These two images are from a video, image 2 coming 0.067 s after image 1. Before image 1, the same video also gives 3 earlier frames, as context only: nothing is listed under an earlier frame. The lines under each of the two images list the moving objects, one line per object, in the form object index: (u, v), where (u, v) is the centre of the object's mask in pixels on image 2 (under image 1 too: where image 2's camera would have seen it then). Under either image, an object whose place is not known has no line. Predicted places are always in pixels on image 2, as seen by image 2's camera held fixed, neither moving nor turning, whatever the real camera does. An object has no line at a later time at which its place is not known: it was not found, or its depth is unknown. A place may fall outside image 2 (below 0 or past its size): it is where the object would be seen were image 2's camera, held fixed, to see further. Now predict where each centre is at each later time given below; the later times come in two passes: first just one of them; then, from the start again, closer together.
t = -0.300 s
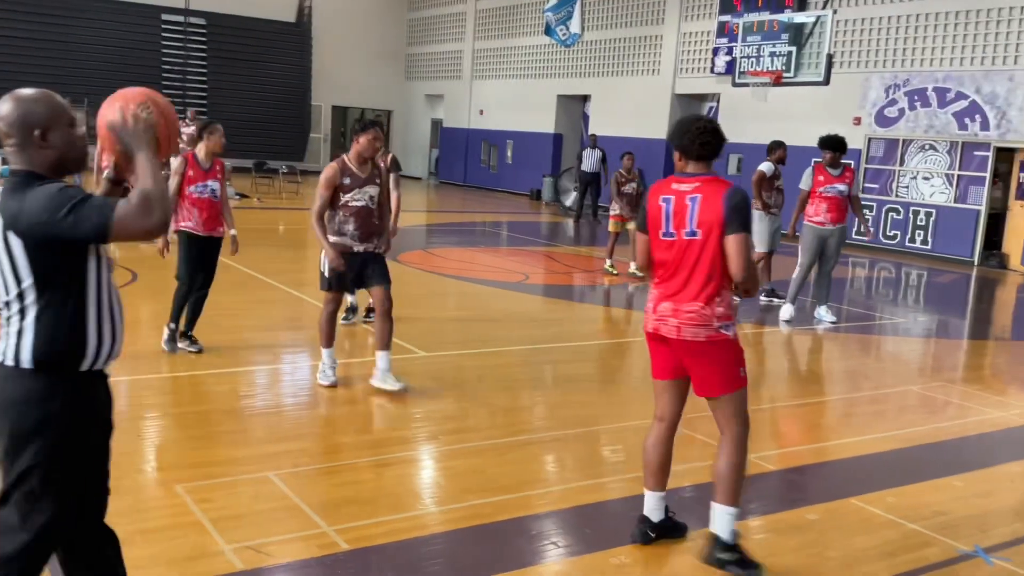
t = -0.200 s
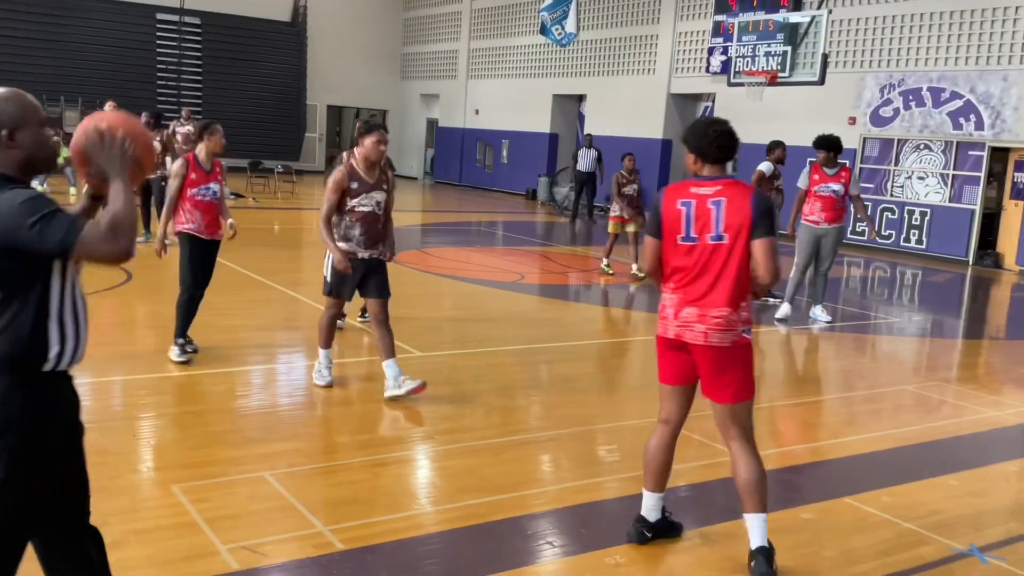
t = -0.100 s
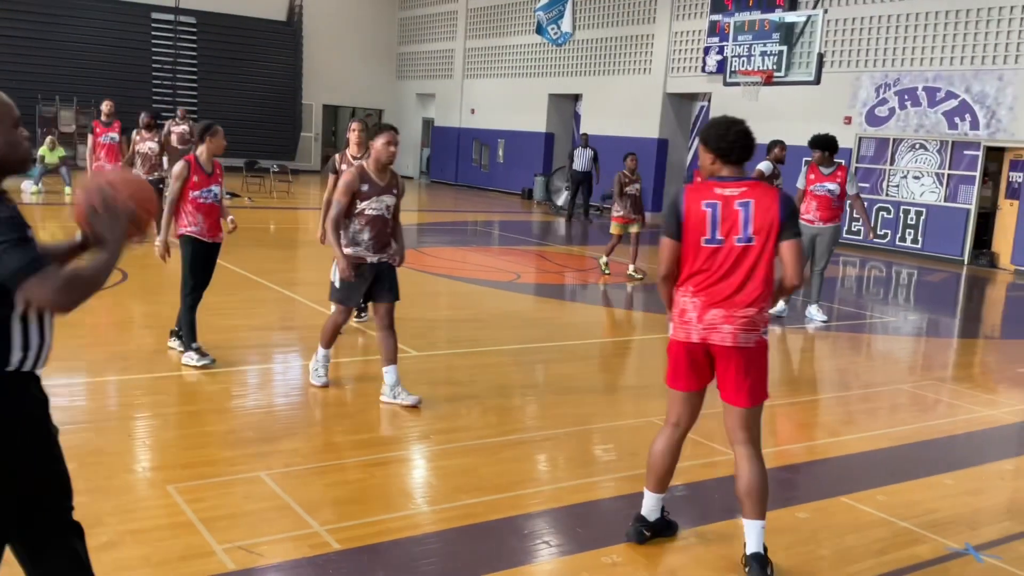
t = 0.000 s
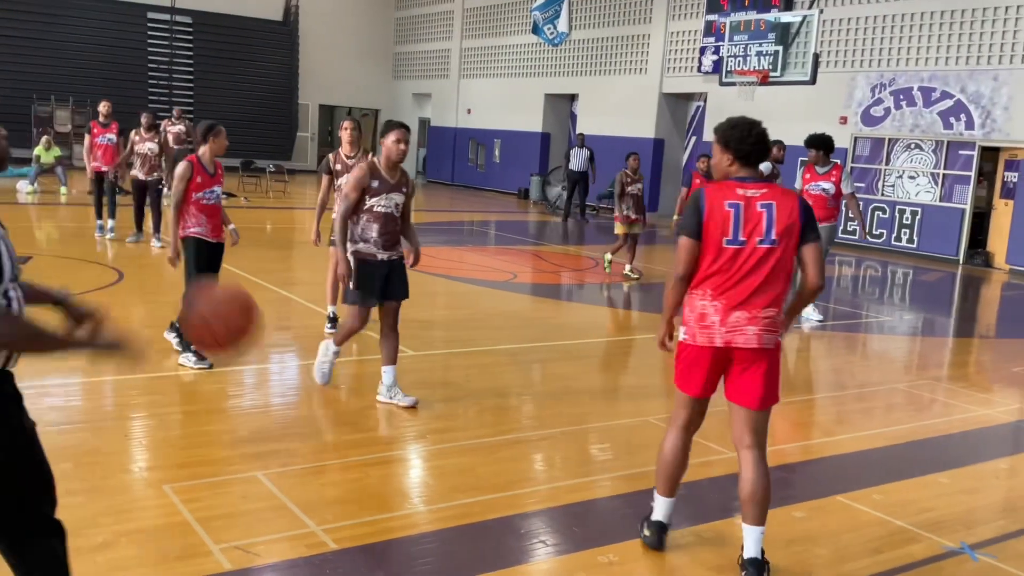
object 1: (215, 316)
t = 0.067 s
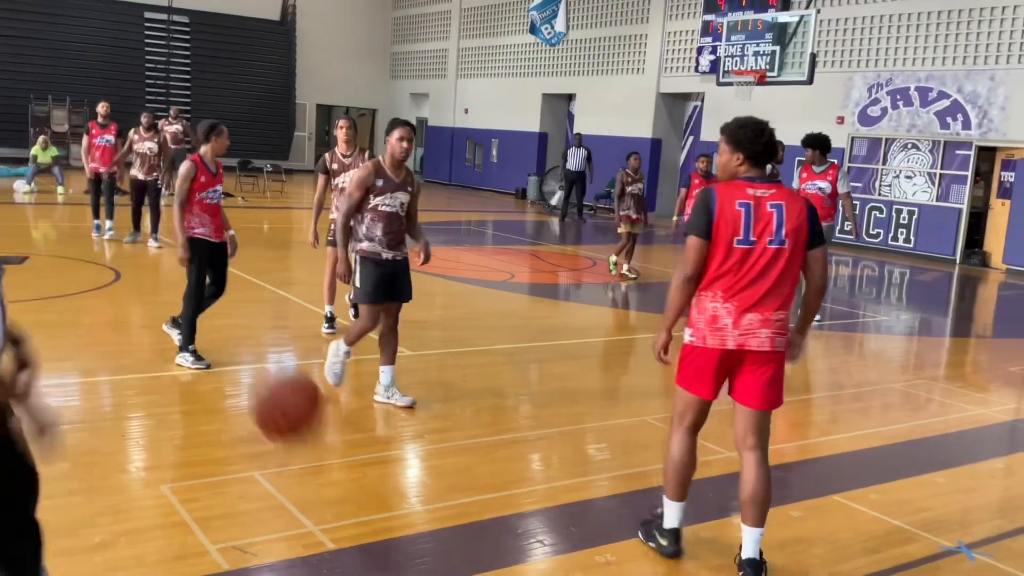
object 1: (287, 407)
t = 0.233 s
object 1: (420, 537)
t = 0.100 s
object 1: (318, 449)
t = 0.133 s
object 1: (348, 495)
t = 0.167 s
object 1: (379, 546)
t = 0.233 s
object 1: (420, 537)
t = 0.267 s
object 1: (441, 495)
